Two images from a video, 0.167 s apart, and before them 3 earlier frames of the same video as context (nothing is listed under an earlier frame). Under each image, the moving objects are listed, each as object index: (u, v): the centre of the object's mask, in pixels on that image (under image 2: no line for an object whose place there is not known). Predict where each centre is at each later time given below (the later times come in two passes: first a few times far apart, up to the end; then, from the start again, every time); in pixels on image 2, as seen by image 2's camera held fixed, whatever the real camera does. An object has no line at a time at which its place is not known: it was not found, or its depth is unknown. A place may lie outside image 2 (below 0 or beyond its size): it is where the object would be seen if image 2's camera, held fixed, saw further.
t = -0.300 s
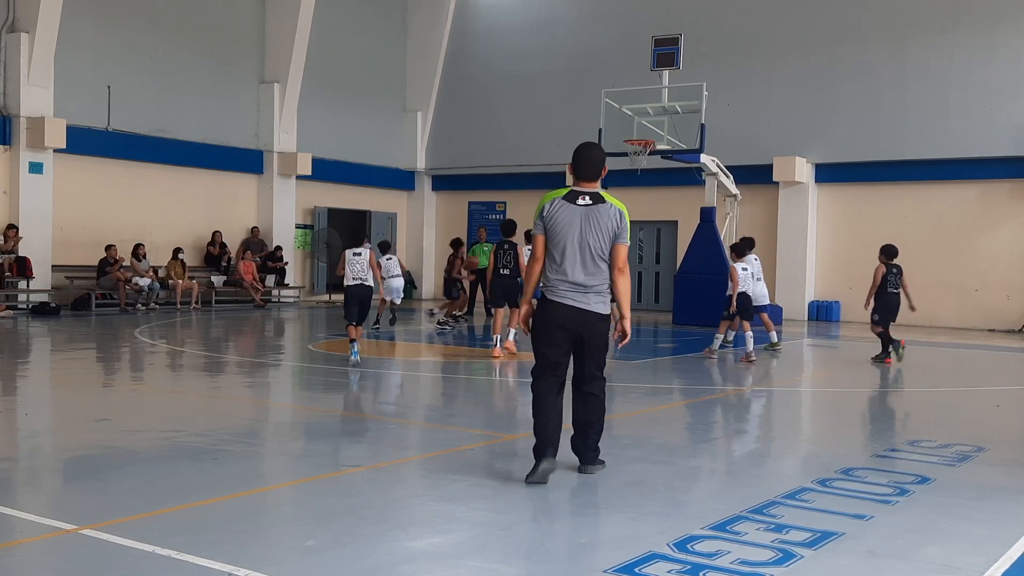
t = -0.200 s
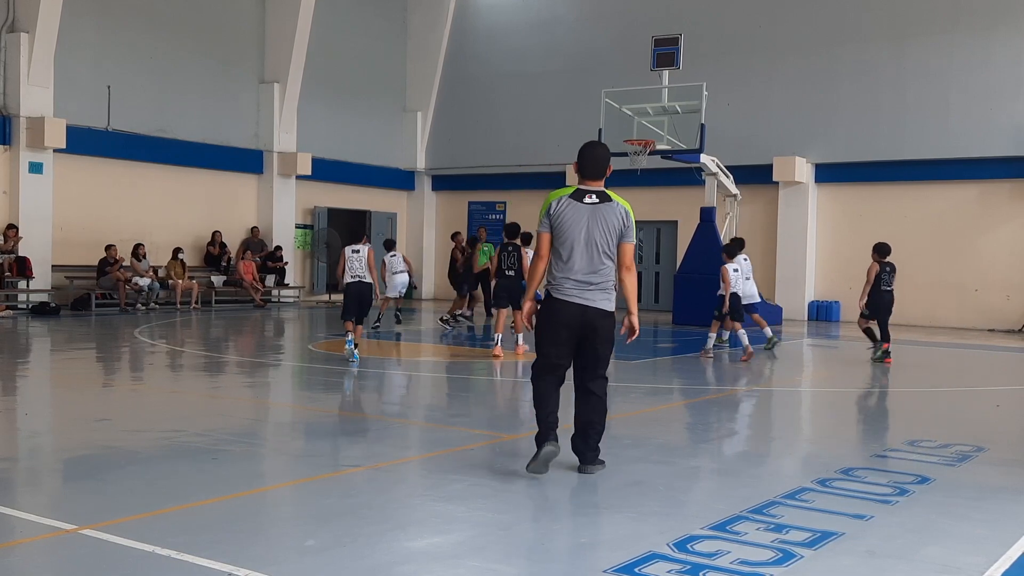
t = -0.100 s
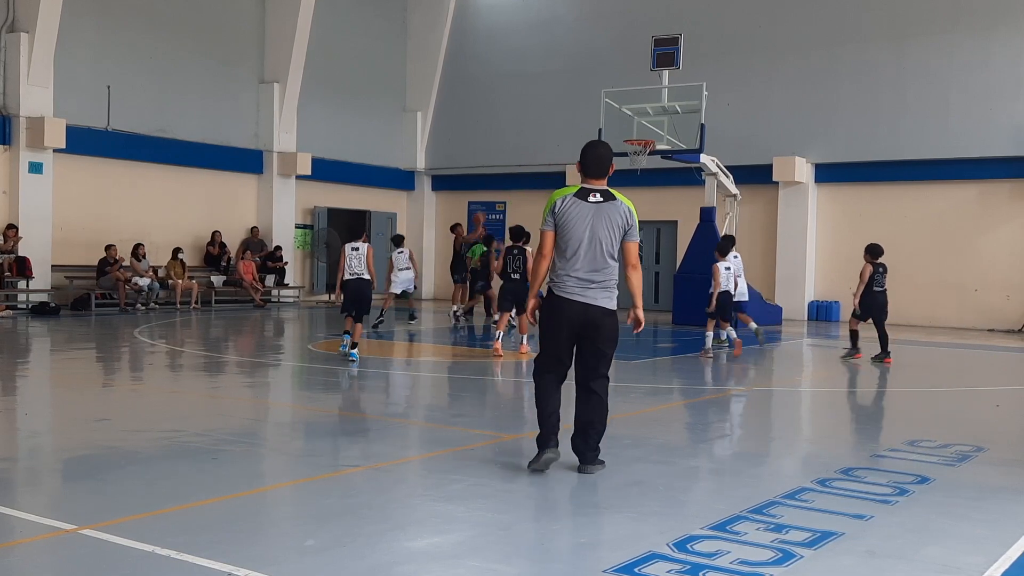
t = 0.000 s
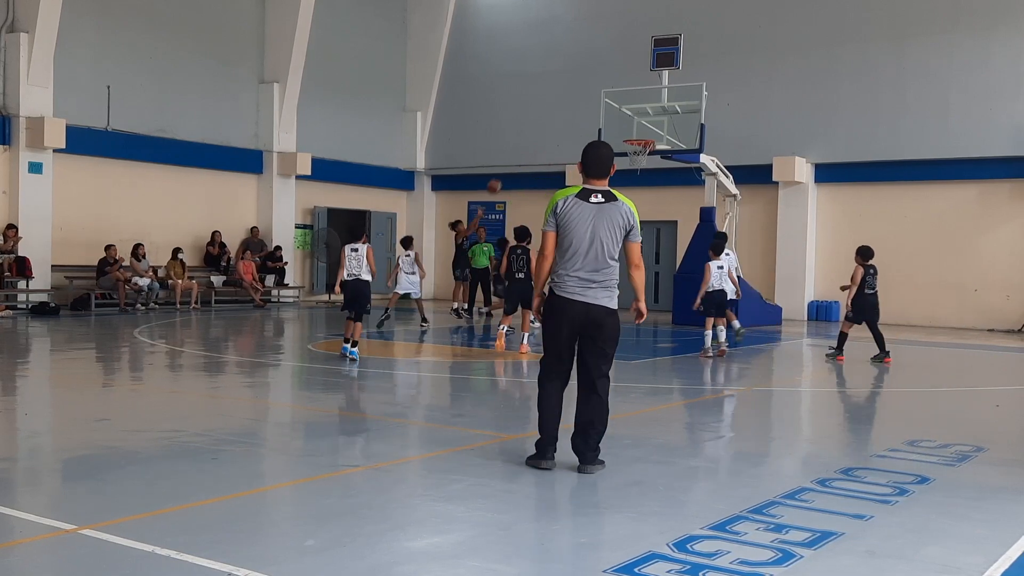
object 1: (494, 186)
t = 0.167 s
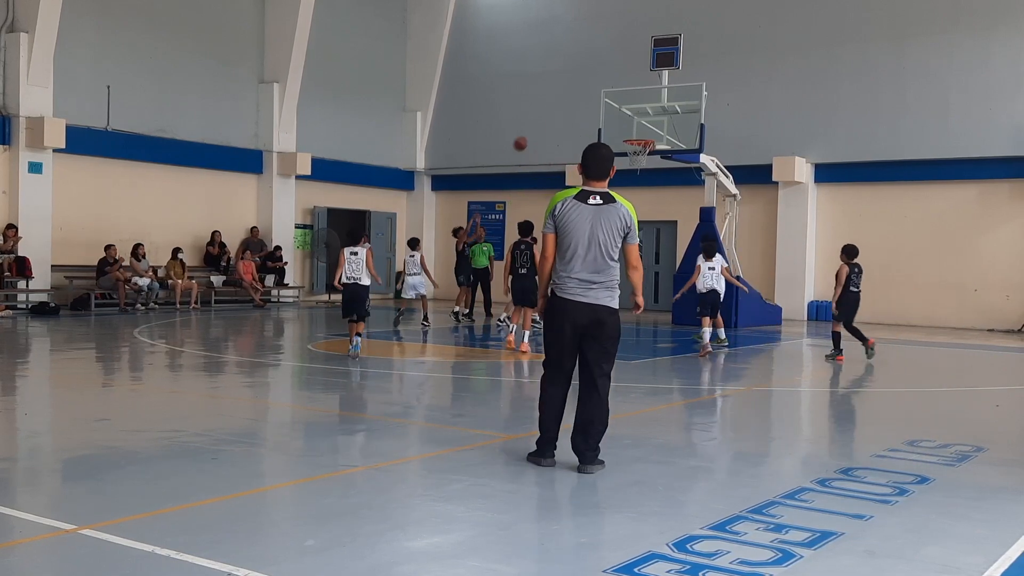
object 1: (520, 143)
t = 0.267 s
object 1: (536, 125)
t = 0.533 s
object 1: (578, 104)
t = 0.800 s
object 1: (620, 124)
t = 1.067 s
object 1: (608, 129)
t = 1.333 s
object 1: (570, 150)
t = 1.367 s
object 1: (565, 156)
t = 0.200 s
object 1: (526, 137)
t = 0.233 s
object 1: (531, 131)
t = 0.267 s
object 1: (536, 125)
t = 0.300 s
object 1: (541, 120)
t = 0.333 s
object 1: (547, 116)
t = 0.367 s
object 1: (552, 112)
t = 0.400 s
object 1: (557, 109)
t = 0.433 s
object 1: (562, 107)
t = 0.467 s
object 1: (568, 105)
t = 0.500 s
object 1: (572, 104)
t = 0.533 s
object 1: (578, 104)
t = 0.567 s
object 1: (583, 104)
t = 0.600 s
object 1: (589, 105)
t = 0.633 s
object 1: (594, 107)
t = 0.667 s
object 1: (599, 109)
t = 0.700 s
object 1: (604, 111)
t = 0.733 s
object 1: (610, 115)
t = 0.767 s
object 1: (615, 119)
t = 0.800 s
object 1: (620, 124)
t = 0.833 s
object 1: (625, 130)
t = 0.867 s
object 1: (630, 136)
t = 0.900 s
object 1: (630, 136)
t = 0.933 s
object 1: (627, 134)
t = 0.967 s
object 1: (623, 131)
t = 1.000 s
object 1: (618, 130)
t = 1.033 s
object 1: (613, 129)
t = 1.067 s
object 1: (608, 129)
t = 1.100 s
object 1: (604, 129)
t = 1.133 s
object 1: (599, 130)
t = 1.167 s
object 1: (595, 131)
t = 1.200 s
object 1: (590, 134)
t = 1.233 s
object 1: (585, 137)
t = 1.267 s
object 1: (580, 141)
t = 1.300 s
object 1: (575, 145)
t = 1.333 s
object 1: (570, 150)
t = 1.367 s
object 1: (565, 156)
